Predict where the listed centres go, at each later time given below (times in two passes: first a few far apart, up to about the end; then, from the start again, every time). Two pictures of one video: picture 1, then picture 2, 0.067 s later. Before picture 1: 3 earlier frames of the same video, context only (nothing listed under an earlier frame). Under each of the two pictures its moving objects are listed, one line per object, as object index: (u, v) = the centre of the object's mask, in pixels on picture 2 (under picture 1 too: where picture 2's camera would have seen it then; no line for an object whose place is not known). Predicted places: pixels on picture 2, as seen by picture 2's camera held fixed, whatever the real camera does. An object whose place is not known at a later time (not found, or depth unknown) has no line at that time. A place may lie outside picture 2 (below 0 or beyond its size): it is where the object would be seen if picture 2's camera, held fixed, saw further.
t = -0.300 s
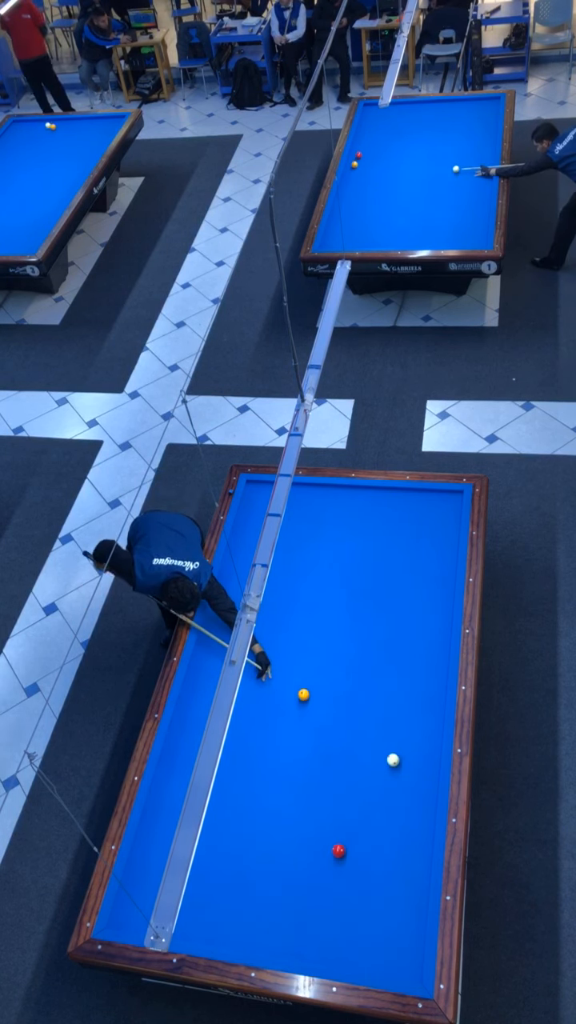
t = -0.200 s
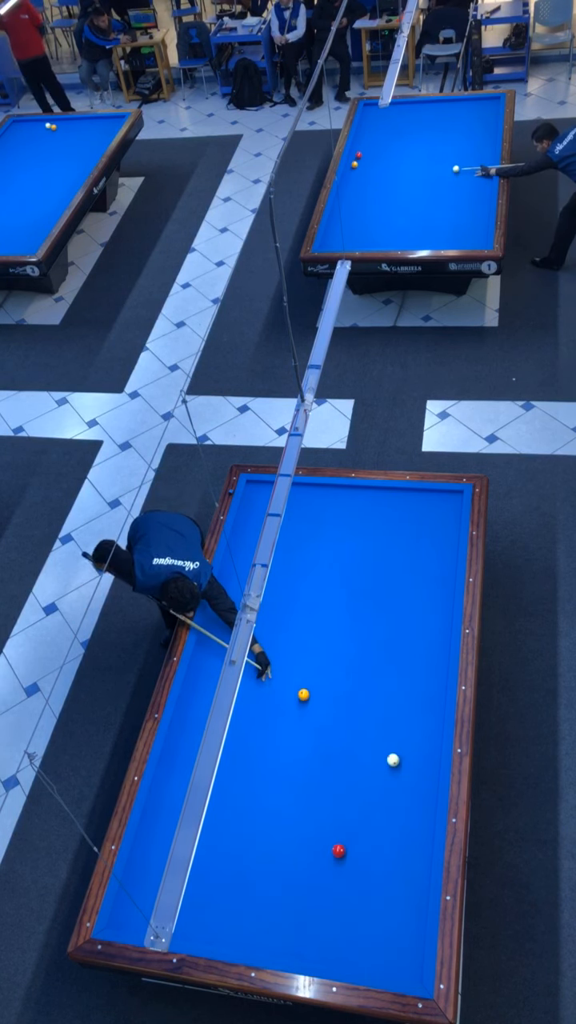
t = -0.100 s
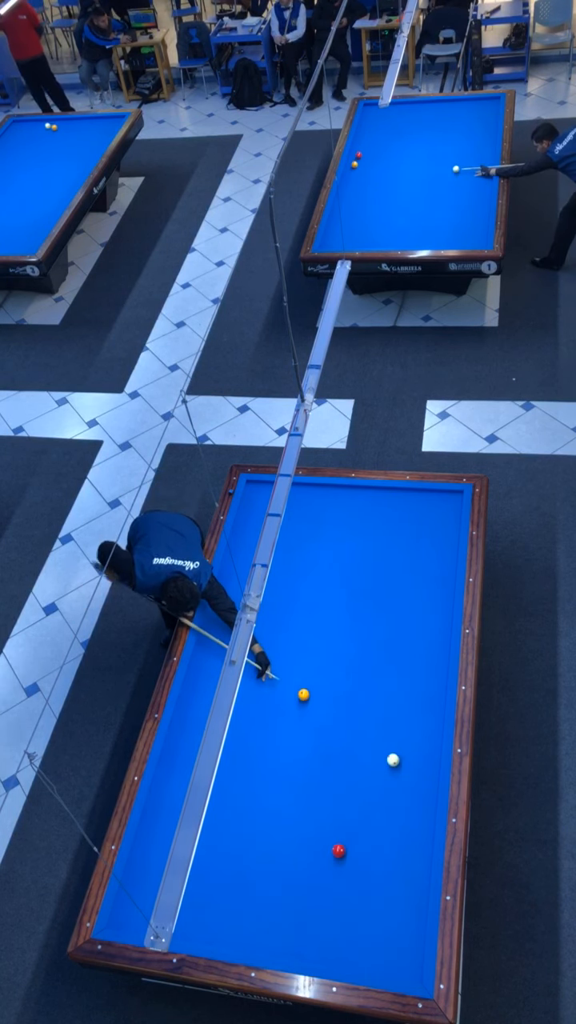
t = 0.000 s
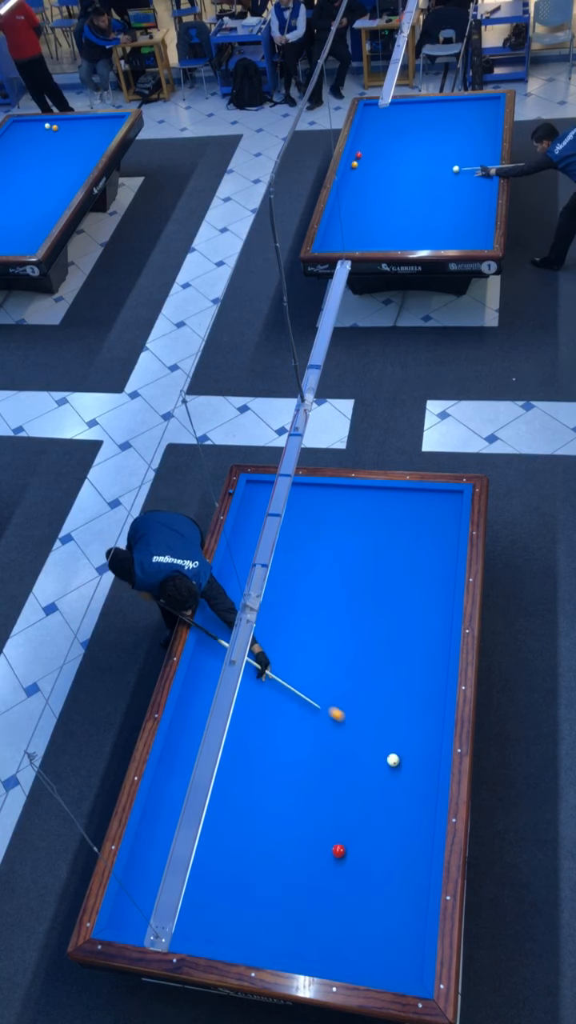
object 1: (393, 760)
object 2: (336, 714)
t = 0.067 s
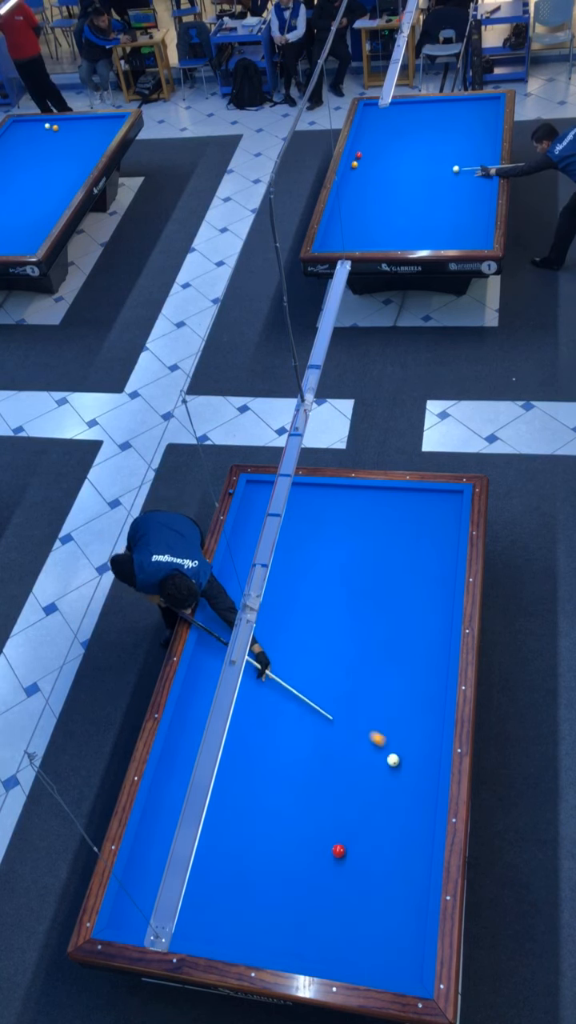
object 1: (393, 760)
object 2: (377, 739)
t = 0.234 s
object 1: (390, 798)
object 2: (396, 758)
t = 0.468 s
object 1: (385, 852)
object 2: (284, 773)
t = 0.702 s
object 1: (380, 909)
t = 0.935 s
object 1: (376, 967)
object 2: (174, 815)
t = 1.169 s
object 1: (383, 929)
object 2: (215, 836)
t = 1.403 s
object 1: (389, 898)
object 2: (251, 858)
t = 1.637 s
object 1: (395, 869)
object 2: (289, 879)
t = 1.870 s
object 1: (401, 842)
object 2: (328, 902)
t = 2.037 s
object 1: (404, 824)
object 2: (357, 918)
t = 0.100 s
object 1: (393, 762)
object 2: (398, 749)
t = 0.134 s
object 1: (392, 772)
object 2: (420, 752)
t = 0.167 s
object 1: (391, 781)
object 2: (432, 755)
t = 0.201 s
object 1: (390, 790)
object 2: (414, 757)
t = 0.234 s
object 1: (390, 798)
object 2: (396, 758)
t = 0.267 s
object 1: (389, 806)
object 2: (379, 760)
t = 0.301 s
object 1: (388, 814)
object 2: (362, 762)
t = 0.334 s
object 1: (388, 822)
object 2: (345, 764)
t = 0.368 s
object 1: (387, 829)
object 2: (329, 766)
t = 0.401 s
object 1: (387, 837)
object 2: (314, 768)
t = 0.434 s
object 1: (386, 844)
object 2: (299, 771)
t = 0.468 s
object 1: (385, 852)
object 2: (284, 773)
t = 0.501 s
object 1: (385, 860)
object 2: (270, 776)
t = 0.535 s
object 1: (384, 868)
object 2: (256, 779)
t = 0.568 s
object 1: (383, 876)
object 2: (243, 781)
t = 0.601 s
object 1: (382, 884)
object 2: (230, 785)
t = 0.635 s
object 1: (382, 892)
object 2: (218, 788)
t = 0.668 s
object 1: (381, 900)
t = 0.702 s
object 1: (380, 909)
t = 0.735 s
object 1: (380, 917)
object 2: (179, 797)
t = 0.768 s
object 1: (379, 926)
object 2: (168, 800)
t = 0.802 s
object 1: (378, 934)
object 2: (156, 804)
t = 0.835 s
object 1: (377, 943)
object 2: (152, 807)
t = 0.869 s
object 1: (377, 952)
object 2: (160, 810)
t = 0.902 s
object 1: (376, 961)
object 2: (167, 813)
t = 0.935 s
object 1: (376, 967)
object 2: (174, 815)
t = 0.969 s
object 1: (377, 960)
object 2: (177, 817)
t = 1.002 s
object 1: (378, 954)
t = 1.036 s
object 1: (379, 948)
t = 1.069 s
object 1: (380, 943)
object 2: (203, 828)
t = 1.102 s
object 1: (381, 939)
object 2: (205, 831)
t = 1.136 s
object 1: (382, 934)
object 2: (209, 833)
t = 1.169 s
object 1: (383, 929)
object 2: (215, 836)
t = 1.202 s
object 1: (384, 925)
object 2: (220, 839)
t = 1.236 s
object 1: (385, 920)
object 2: (225, 842)
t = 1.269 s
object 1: (386, 915)
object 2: (230, 845)
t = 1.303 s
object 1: (386, 911)
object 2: (235, 848)
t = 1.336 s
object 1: (387, 907)
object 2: (241, 852)
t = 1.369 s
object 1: (388, 902)
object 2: (246, 855)
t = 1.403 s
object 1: (389, 898)
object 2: (251, 858)
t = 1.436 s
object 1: (390, 894)
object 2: (257, 861)
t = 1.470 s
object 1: (391, 890)
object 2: (262, 864)
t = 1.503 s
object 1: (392, 885)
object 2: (268, 867)
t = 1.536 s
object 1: (393, 881)
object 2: (273, 870)
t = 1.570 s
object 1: (394, 877)
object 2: (278, 873)
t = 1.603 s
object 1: (394, 873)
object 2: (284, 876)
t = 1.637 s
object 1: (395, 869)
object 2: (289, 879)
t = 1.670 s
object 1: (396, 865)
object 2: (295, 882)
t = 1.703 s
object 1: (397, 861)
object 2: (300, 886)
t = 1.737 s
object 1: (398, 857)
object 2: (306, 889)
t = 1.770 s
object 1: (399, 854)
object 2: (311, 892)
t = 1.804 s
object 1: (399, 850)
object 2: (317, 895)
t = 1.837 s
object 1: (400, 846)
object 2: (322, 898)
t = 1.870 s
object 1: (401, 842)
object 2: (328, 902)
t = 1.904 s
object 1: (401, 839)
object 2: (334, 905)
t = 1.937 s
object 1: (402, 835)
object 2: (339, 908)
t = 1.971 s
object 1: (403, 831)
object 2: (345, 911)
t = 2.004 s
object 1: (404, 827)
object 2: (351, 915)
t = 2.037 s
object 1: (404, 824)
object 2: (357, 918)
